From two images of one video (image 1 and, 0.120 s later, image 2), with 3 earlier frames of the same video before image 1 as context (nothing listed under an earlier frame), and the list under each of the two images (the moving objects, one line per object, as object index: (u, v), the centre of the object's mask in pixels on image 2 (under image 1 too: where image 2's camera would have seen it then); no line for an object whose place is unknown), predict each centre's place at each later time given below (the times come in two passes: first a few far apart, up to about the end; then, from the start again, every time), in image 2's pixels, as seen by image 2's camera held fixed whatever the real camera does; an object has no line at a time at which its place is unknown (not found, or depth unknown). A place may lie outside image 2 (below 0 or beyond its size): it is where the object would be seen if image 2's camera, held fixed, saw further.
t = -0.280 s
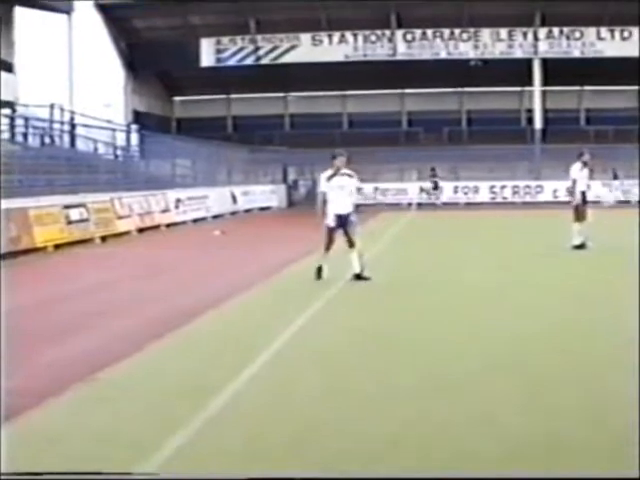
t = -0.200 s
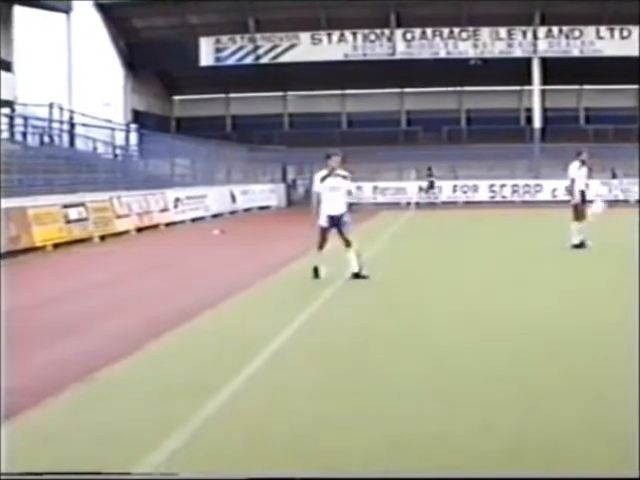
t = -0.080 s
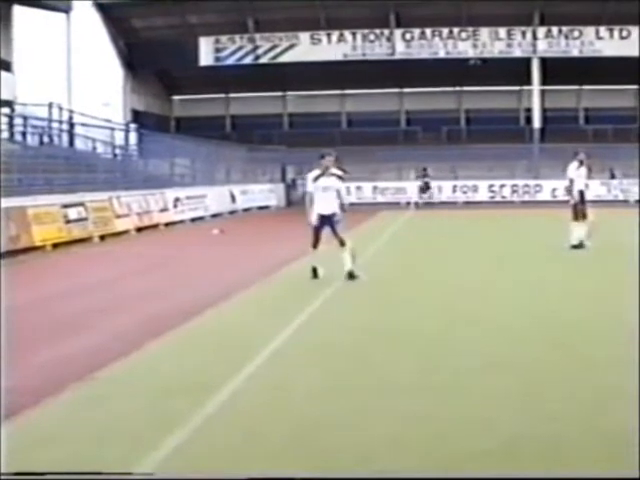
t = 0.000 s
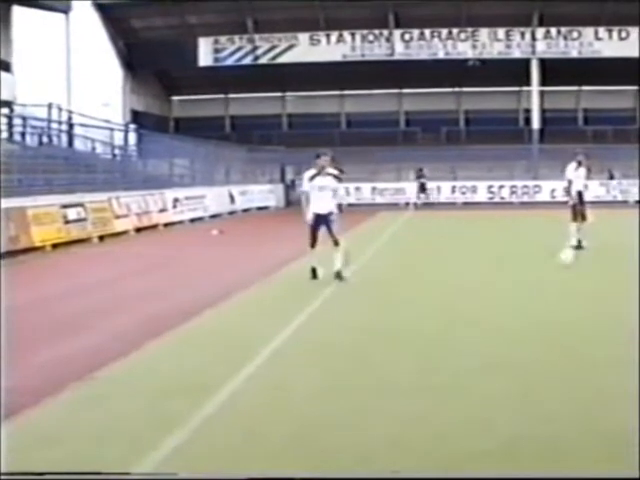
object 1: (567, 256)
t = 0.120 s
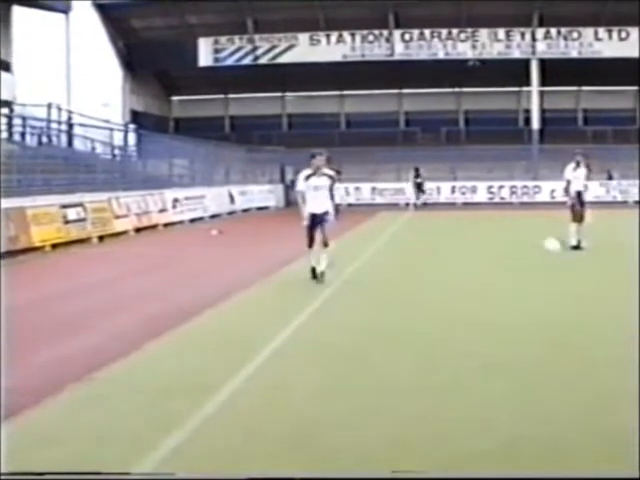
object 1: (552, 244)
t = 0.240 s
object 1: (538, 234)
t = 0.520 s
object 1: (501, 249)
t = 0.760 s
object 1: (471, 259)
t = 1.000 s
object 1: (434, 274)
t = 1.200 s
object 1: (403, 273)
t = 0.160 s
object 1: (547, 240)
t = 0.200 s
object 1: (542, 236)
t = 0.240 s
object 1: (538, 234)
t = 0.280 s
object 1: (533, 233)
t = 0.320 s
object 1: (528, 233)
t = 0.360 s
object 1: (523, 234)
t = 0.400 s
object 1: (517, 236)
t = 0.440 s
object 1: (512, 239)
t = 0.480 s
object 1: (507, 243)
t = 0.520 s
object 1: (501, 249)
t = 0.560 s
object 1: (497, 256)
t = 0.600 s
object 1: (491, 264)
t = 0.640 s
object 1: (486, 268)
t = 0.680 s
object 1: (481, 263)
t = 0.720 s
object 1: (476, 260)
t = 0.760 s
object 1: (471, 259)
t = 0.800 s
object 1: (465, 259)
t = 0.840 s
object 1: (459, 259)
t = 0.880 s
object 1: (453, 262)
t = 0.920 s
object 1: (447, 264)
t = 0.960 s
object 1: (441, 268)
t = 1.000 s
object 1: (434, 274)
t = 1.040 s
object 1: (428, 274)
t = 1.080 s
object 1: (423, 271)
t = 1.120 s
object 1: (416, 271)
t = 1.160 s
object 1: (409, 272)
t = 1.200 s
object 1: (403, 273)
